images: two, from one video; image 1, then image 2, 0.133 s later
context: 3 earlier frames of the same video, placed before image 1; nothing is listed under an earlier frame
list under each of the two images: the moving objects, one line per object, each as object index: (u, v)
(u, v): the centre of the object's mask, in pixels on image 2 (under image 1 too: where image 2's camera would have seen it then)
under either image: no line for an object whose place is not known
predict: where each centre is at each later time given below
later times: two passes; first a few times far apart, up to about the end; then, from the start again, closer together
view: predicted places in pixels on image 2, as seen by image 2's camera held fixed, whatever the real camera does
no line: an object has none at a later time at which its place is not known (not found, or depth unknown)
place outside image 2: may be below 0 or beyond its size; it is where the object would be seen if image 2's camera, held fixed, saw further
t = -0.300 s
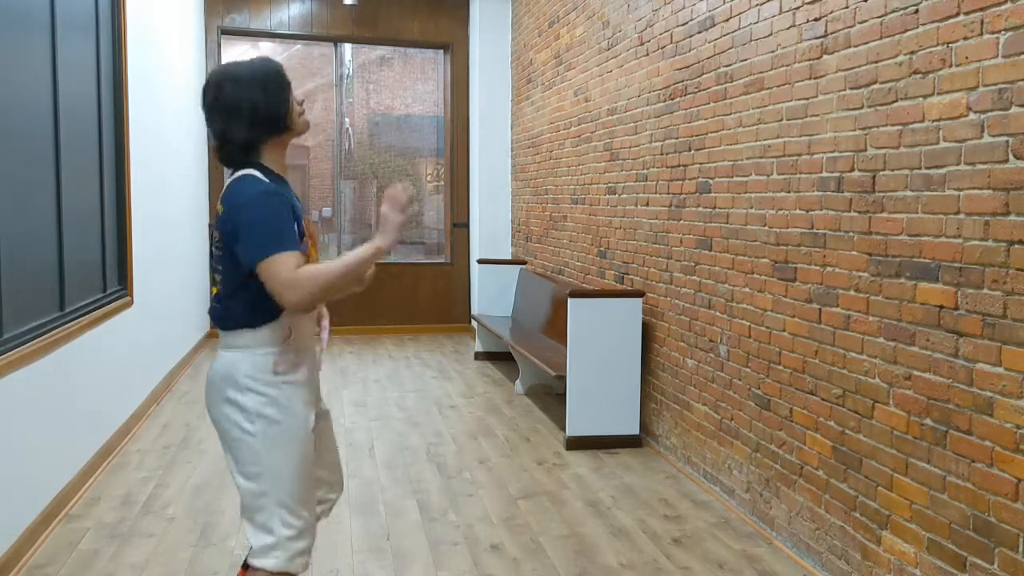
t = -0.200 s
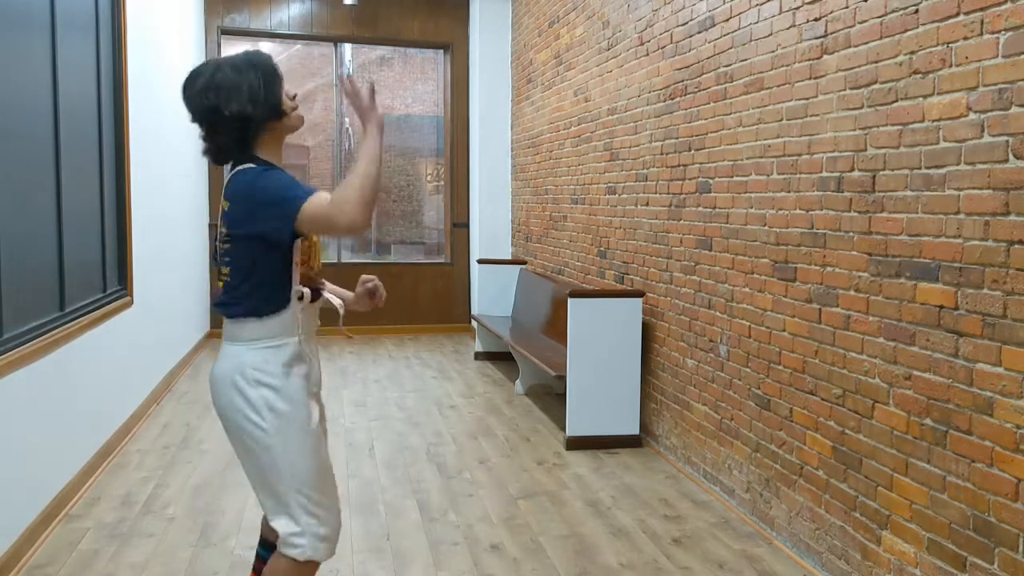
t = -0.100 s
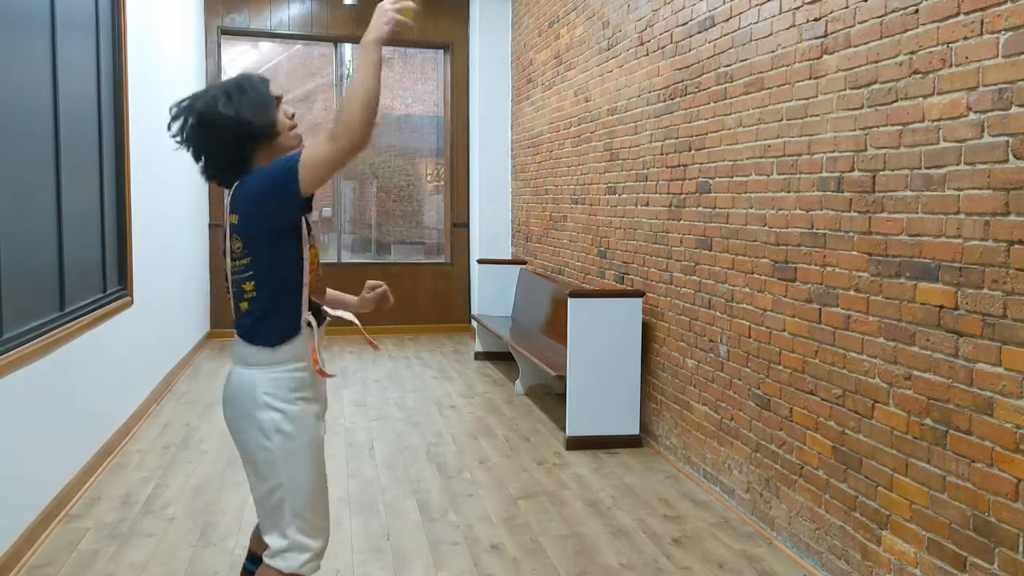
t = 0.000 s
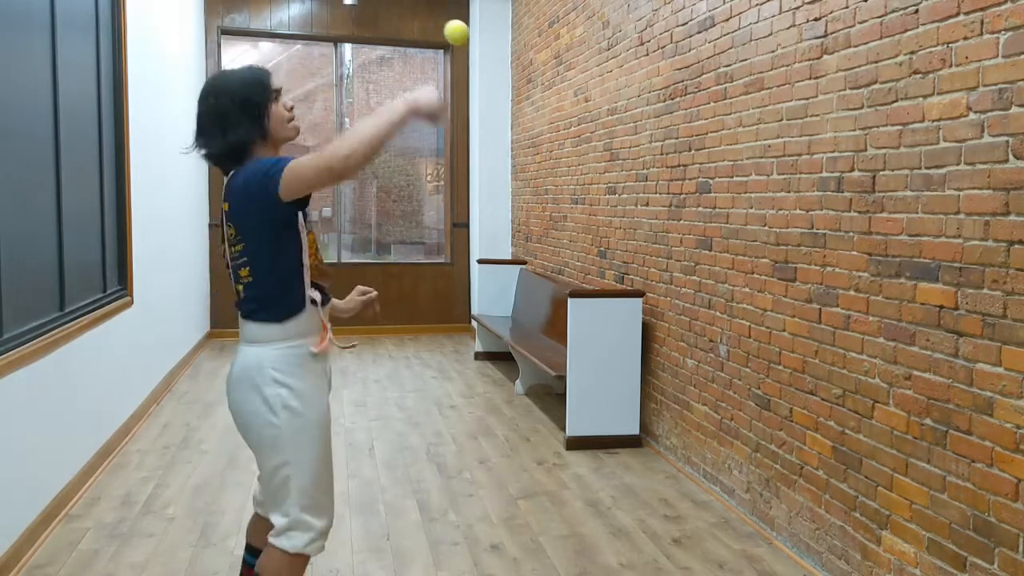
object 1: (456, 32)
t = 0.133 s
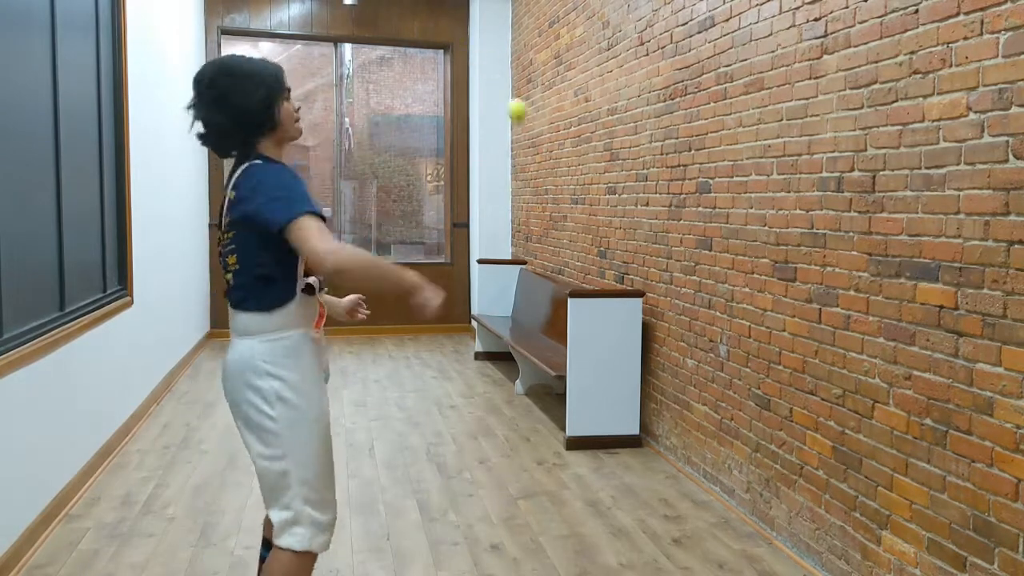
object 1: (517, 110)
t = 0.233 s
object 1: (554, 195)
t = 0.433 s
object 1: (611, 405)
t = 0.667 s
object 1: (655, 420)
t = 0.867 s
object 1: (683, 317)
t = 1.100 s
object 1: (716, 306)
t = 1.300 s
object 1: (698, 368)
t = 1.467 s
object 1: (671, 472)
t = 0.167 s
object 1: (530, 135)
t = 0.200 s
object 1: (543, 164)
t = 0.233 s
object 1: (554, 195)
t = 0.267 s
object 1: (565, 225)
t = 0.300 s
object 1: (575, 257)
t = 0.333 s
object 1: (585, 291)
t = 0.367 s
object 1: (594, 327)
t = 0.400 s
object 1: (603, 367)
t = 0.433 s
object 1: (611, 405)
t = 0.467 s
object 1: (619, 444)
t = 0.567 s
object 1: (639, 506)
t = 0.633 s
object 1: (650, 446)
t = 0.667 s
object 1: (655, 420)
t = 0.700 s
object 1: (660, 396)
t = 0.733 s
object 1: (665, 375)
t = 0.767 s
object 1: (670, 357)
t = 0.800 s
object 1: (674, 341)
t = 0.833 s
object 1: (679, 329)
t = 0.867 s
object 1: (683, 317)
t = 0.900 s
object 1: (689, 309)
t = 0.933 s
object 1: (693, 302)
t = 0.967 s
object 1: (697, 299)
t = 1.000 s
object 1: (702, 298)
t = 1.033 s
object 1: (705, 299)
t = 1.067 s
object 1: (709, 301)
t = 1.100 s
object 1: (716, 306)
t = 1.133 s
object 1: (718, 314)
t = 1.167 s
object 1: (721, 325)
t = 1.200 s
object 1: (715, 332)
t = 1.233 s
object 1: (709, 341)
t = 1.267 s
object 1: (704, 352)
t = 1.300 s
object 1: (698, 368)
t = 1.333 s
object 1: (693, 384)
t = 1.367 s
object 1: (687, 403)
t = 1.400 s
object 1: (681, 424)
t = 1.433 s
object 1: (676, 448)
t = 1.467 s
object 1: (671, 472)
